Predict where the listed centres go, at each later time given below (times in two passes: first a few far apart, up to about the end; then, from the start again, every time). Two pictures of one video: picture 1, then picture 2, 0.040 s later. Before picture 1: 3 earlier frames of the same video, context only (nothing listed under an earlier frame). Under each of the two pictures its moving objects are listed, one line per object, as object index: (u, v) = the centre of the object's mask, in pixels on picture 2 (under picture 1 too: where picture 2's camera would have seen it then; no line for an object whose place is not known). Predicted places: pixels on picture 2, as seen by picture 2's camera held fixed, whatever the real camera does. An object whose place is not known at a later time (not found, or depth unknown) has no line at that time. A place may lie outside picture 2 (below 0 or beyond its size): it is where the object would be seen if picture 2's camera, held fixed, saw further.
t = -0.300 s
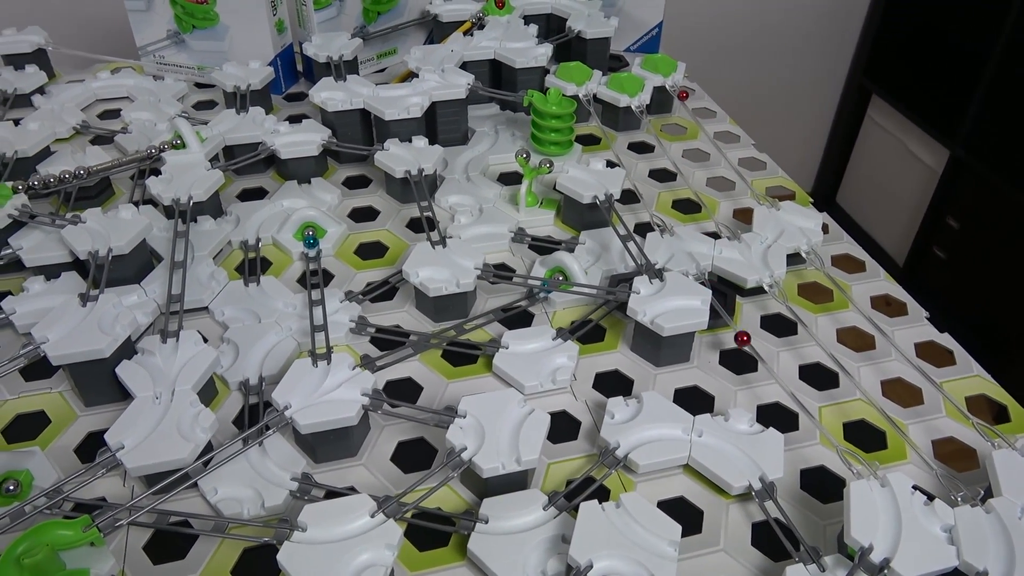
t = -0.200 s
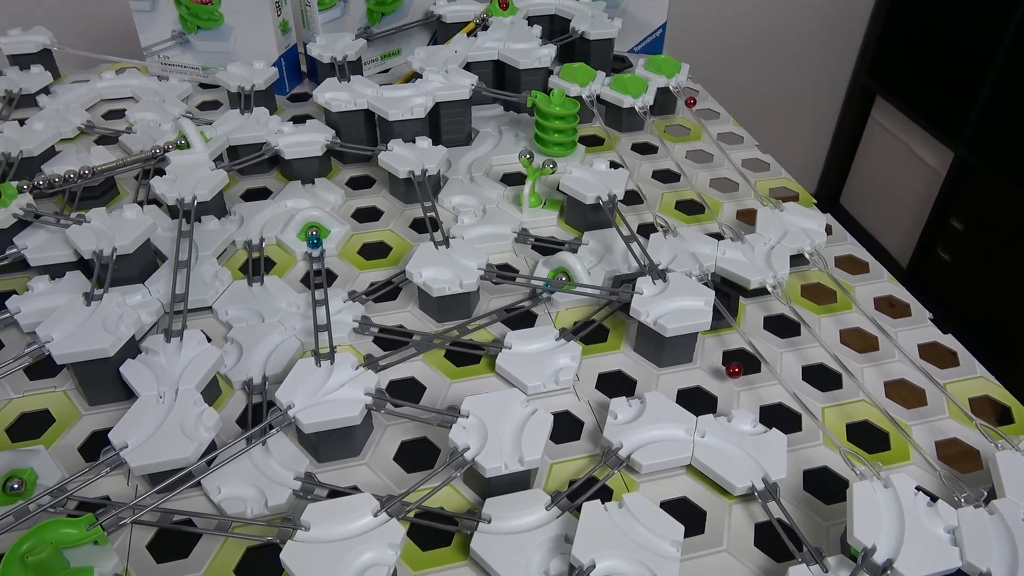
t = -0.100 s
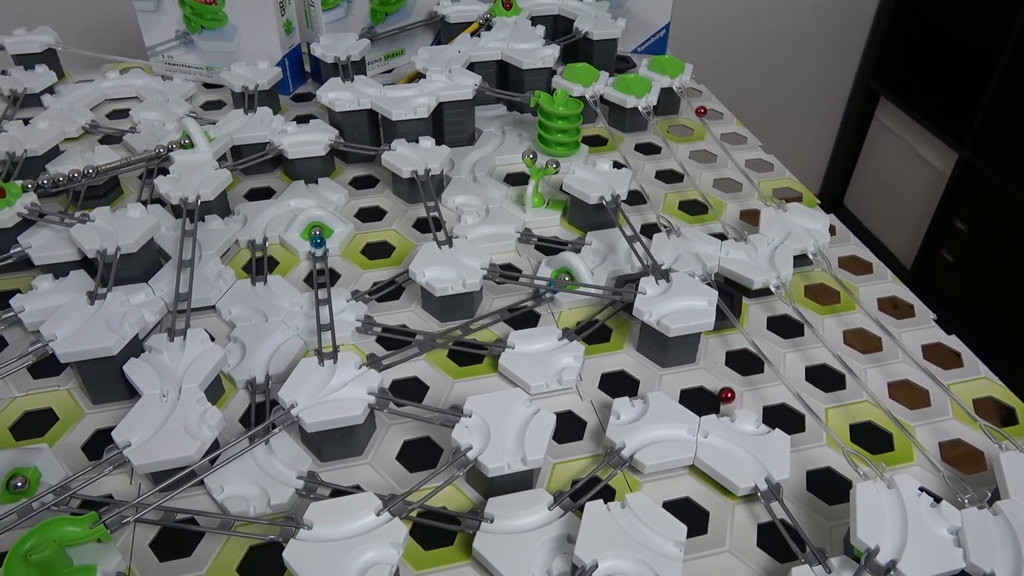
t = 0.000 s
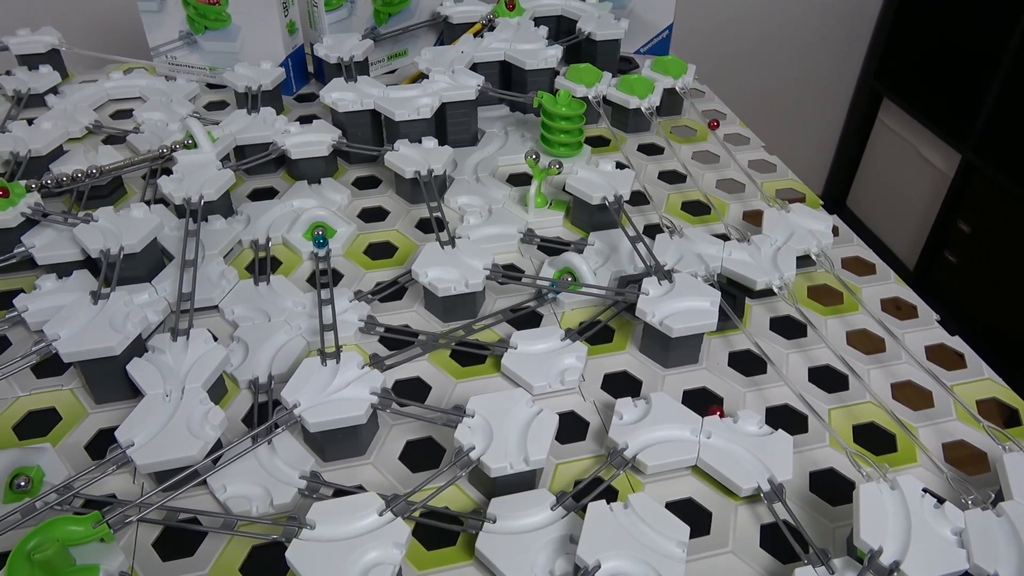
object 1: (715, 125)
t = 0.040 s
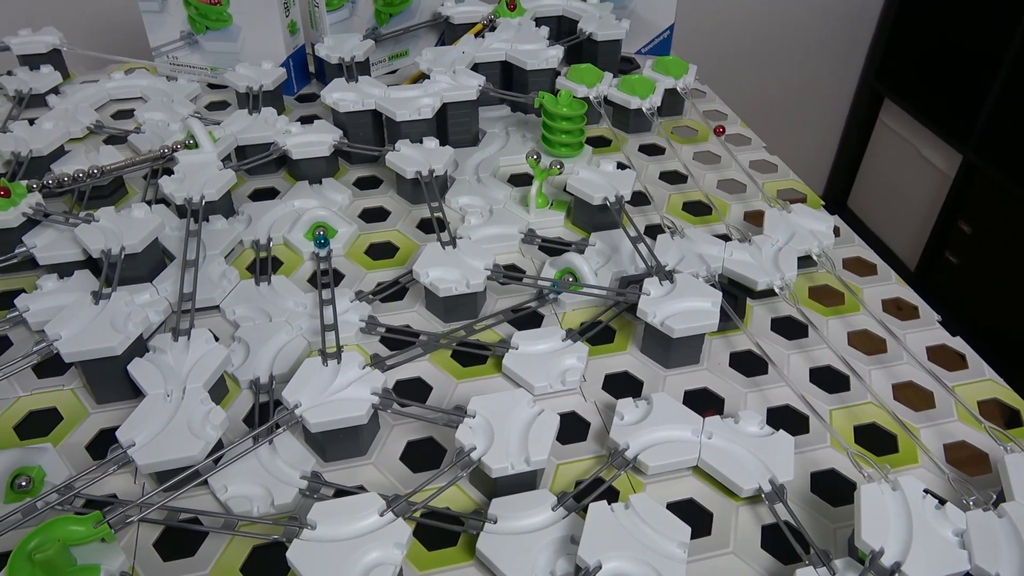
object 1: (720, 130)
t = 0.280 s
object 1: (756, 175)
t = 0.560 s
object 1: (814, 240)
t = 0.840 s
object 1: (888, 320)
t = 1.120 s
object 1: (965, 395)
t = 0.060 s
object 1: (722, 133)
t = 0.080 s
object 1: (725, 137)
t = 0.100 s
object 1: (727, 140)
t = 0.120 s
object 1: (730, 143)
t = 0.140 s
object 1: (733, 147)
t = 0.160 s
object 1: (736, 151)
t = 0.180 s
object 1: (740, 154)
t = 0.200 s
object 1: (743, 159)
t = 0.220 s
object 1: (746, 162)
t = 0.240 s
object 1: (749, 167)
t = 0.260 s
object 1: (753, 171)
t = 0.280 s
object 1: (756, 175)
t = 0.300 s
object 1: (760, 180)
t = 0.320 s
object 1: (764, 184)
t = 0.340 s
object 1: (768, 188)
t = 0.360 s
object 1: (771, 192)
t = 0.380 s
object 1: (775, 196)
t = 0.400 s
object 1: (779, 200)
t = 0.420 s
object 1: (783, 205)
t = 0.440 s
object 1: (787, 209)
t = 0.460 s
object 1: (790, 215)
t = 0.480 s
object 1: (794, 219)
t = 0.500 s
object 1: (799, 224)
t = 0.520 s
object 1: (805, 229)
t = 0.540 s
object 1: (809, 235)
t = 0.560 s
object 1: (814, 240)
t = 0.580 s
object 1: (818, 245)
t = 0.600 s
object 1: (823, 250)
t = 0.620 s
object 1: (828, 255)
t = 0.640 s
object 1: (832, 261)
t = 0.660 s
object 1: (837, 267)
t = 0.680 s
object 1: (843, 272)
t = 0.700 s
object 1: (848, 279)
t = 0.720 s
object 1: (854, 284)
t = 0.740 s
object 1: (859, 290)
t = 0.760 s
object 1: (865, 296)
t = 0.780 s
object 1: (870, 302)
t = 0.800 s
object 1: (876, 308)
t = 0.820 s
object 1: (881, 314)
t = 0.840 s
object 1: (888, 320)
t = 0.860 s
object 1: (893, 326)
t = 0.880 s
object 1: (899, 332)
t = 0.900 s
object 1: (905, 338)
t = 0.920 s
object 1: (911, 344)
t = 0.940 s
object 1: (917, 349)
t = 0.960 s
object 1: (923, 355)
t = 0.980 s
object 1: (928, 361)
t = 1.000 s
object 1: (934, 366)
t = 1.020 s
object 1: (940, 372)
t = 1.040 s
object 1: (945, 376)
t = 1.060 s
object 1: (950, 381)
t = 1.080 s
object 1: (955, 386)
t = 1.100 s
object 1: (960, 391)
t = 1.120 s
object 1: (965, 395)
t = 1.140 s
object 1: (970, 399)
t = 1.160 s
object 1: (974, 403)
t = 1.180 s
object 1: (978, 407)
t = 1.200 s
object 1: (982, 410)
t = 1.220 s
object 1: (985, 414)
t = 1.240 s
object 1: (989, 417)
